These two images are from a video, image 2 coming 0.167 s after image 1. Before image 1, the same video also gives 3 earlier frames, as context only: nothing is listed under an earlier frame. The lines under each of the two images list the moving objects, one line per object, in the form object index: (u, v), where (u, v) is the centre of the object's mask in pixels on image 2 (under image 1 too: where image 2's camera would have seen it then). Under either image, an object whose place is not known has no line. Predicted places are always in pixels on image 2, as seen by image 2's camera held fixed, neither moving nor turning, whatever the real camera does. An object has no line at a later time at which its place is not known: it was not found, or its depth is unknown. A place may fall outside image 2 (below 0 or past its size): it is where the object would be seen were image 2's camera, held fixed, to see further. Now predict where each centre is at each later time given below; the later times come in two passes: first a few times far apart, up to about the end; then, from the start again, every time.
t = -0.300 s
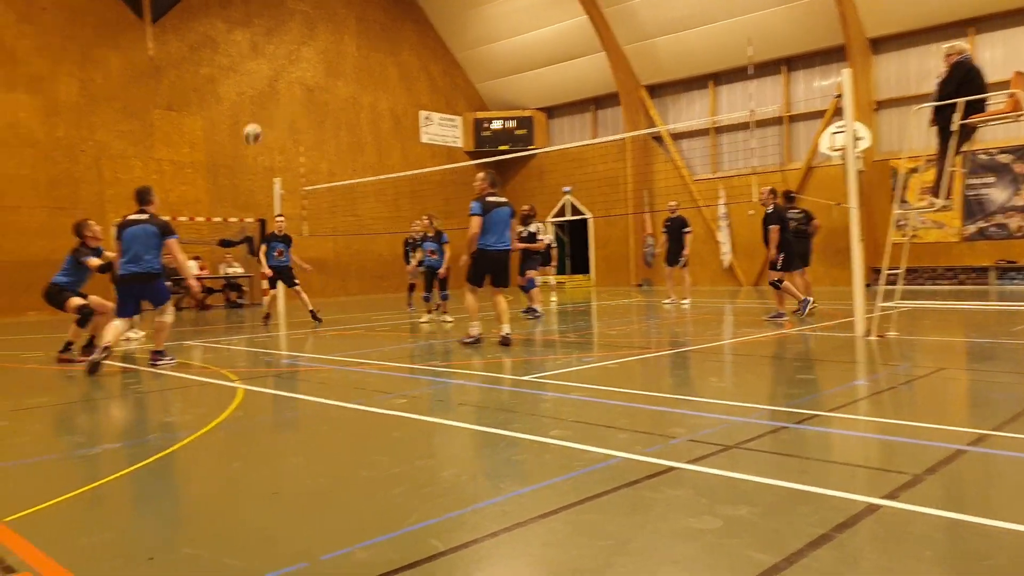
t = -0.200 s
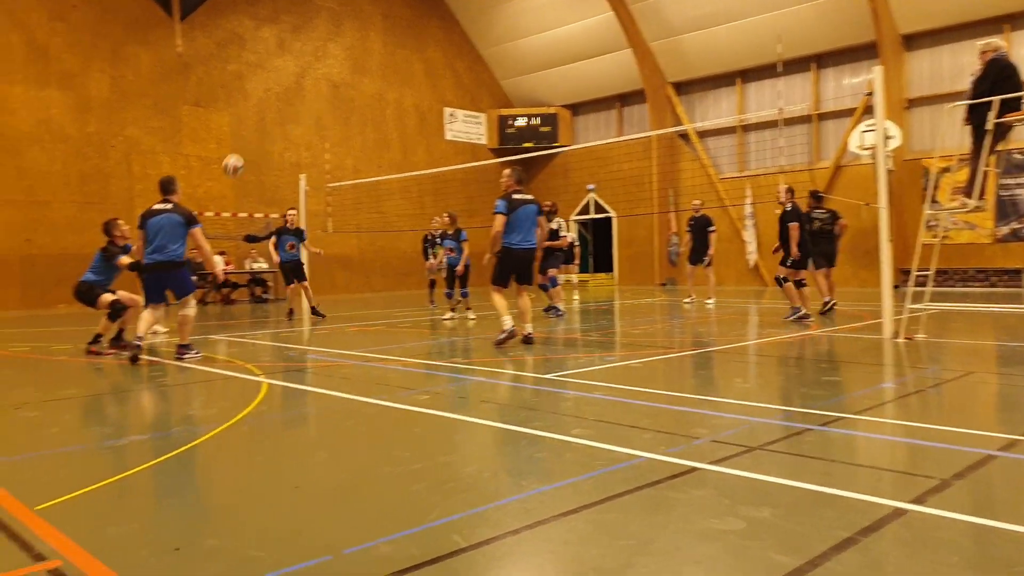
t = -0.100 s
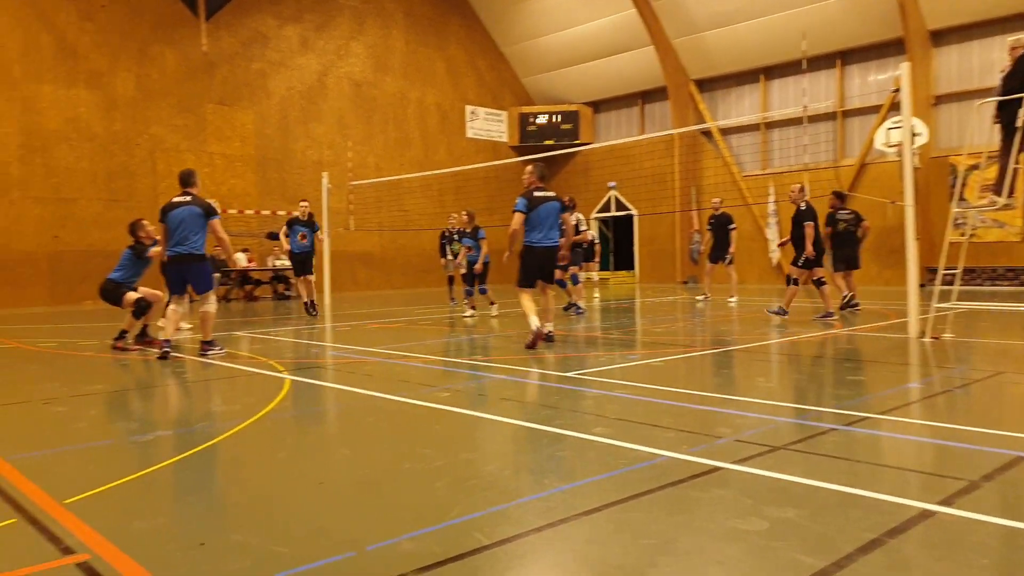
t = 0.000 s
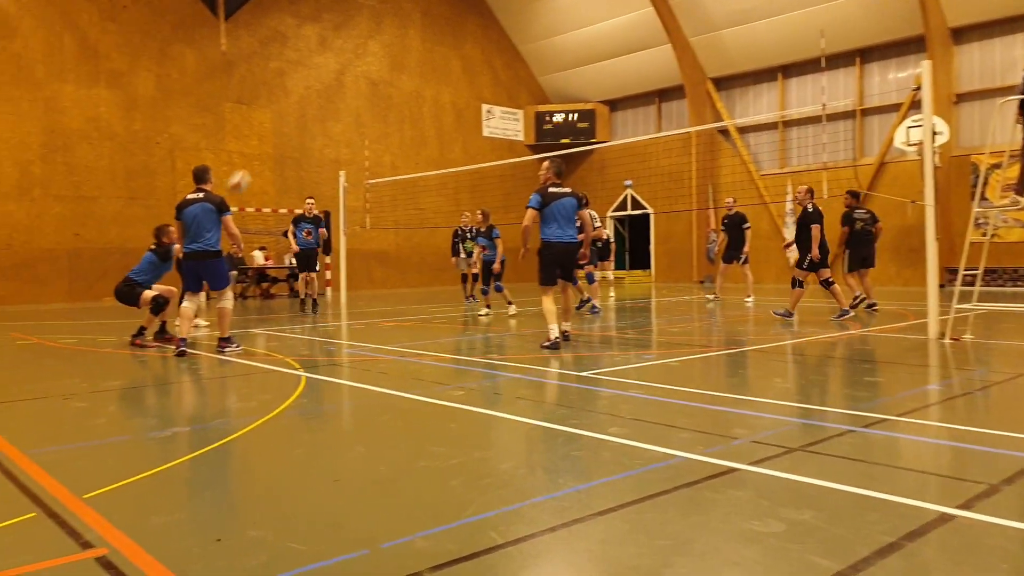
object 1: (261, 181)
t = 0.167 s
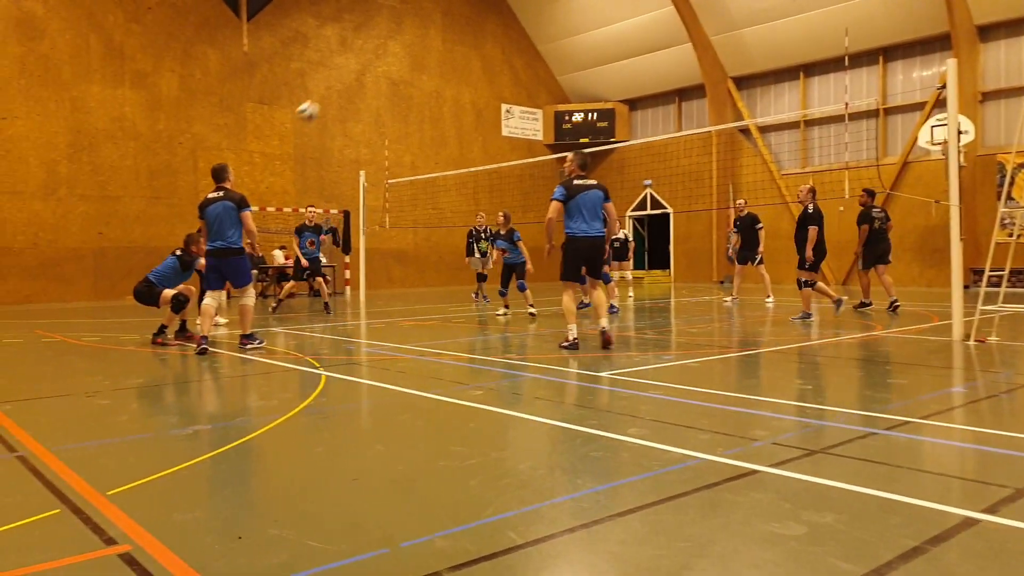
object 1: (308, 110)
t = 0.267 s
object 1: (336, 82)
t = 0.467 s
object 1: (393, 52)
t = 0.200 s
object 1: (318, 100)
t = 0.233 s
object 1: (327, 91)
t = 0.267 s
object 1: (336, 82)
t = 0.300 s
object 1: (346, 74)
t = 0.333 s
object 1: (356, 67)
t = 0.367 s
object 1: (365, 63)
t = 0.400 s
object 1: (374, 58)
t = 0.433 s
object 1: (384, 54)
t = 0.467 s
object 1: (393, 52)
